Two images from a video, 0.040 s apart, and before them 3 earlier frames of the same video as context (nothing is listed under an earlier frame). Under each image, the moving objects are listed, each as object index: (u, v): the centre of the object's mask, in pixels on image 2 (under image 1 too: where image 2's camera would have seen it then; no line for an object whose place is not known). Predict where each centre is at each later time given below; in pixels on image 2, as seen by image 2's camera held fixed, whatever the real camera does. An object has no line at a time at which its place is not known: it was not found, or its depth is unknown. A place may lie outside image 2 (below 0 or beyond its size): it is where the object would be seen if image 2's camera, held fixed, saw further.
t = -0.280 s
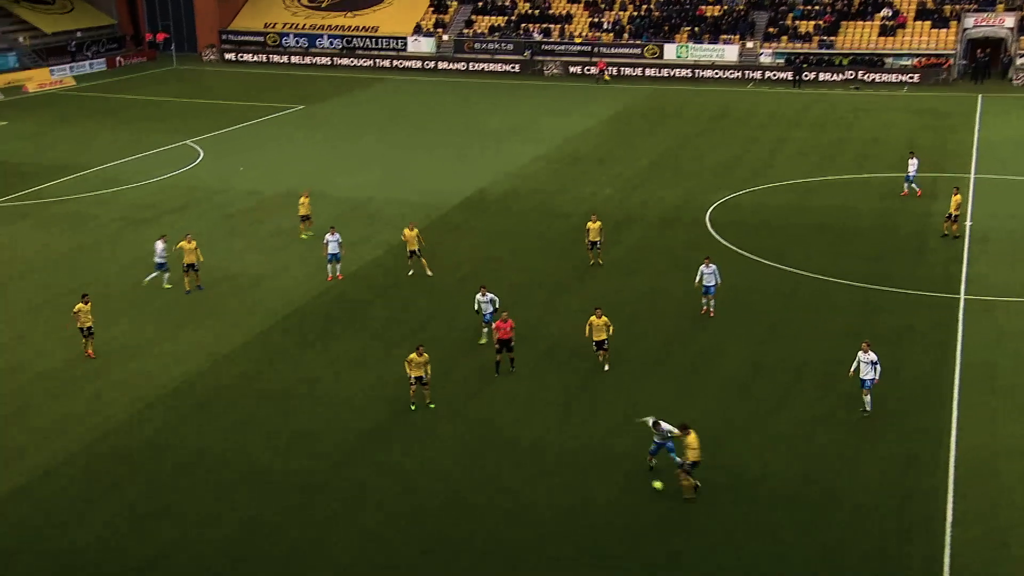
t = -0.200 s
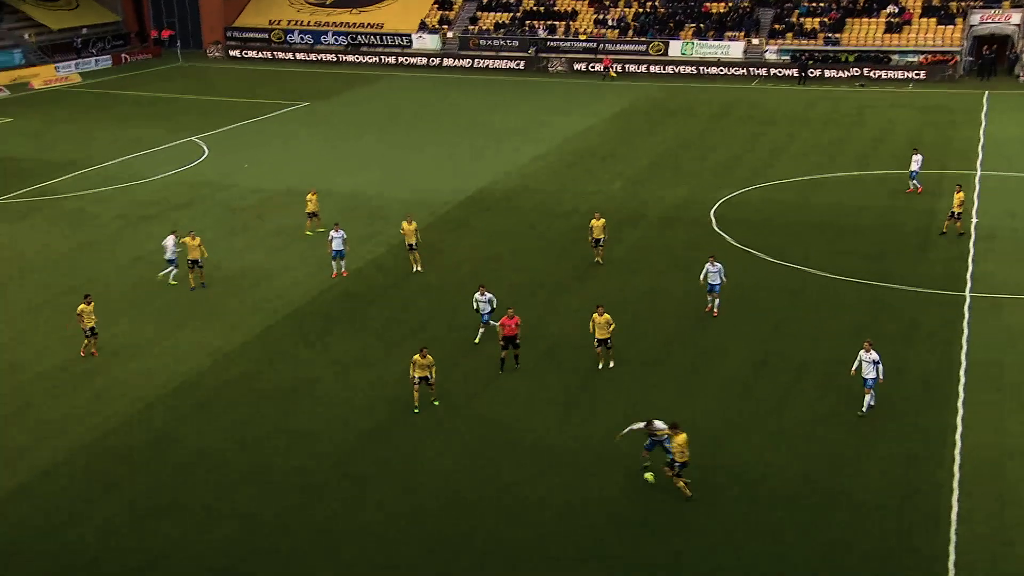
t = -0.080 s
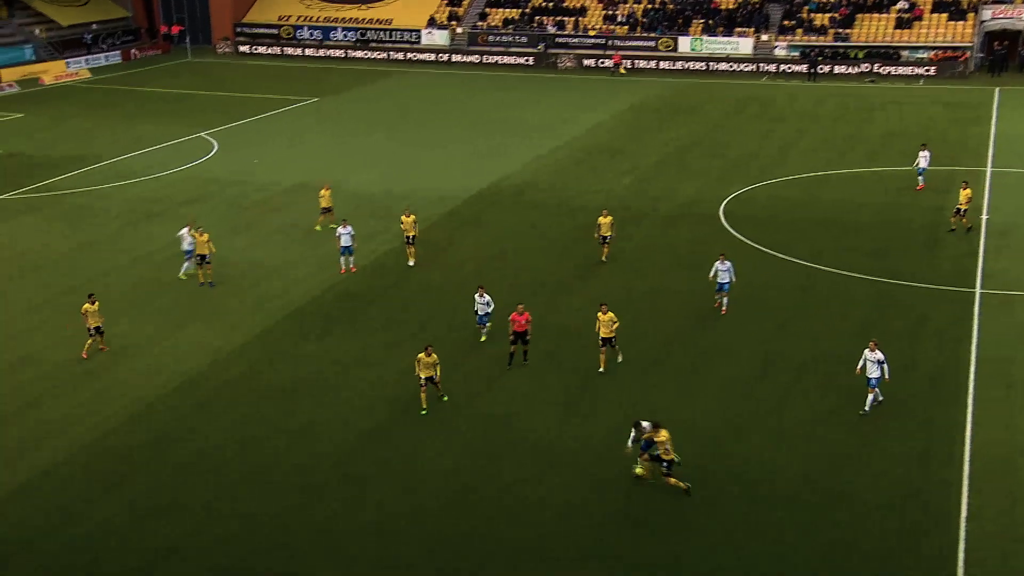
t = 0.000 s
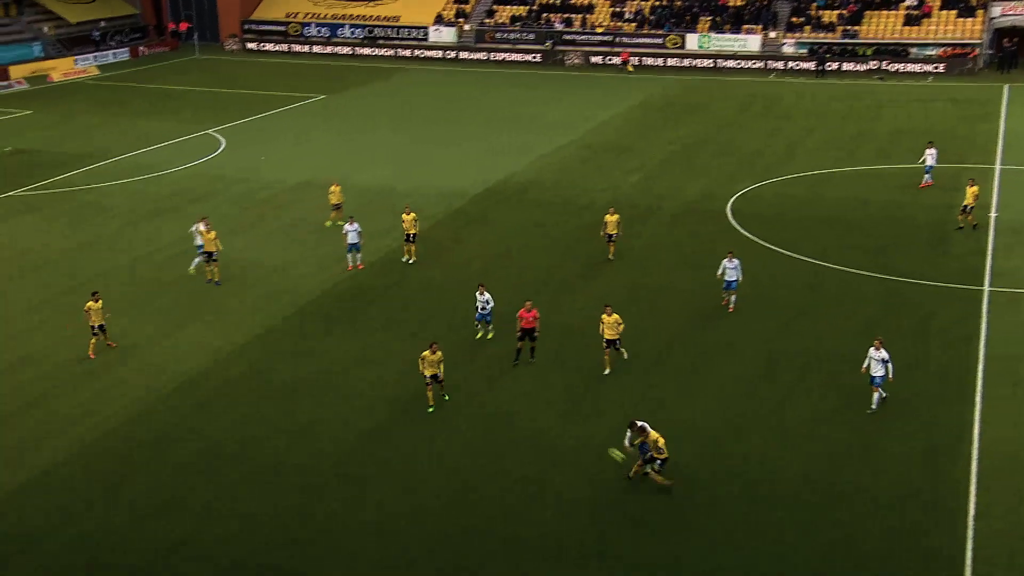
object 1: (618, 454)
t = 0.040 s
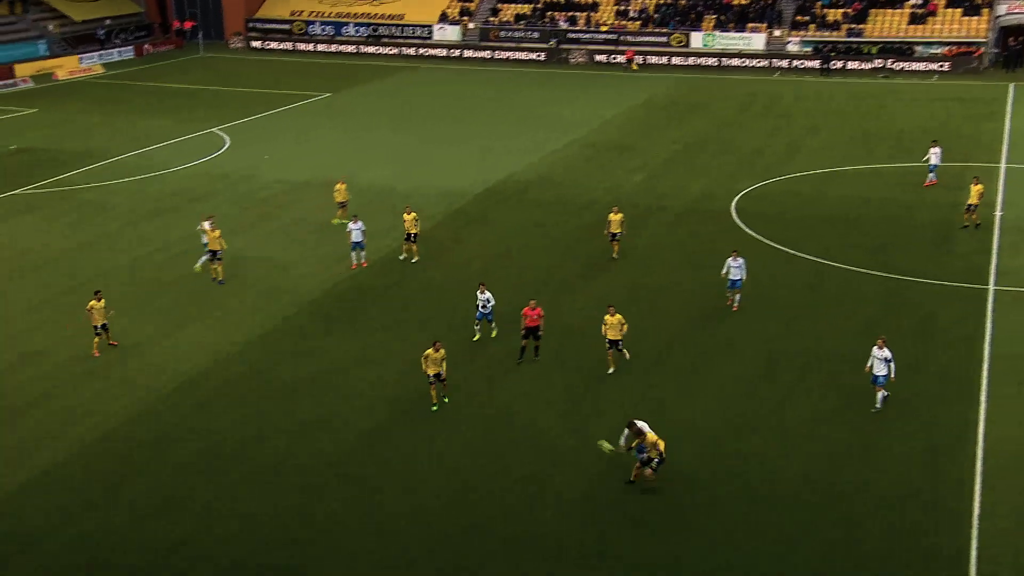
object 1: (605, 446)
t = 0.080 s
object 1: (593, 440)
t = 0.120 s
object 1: (580, 434)
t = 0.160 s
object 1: (568, 429)
